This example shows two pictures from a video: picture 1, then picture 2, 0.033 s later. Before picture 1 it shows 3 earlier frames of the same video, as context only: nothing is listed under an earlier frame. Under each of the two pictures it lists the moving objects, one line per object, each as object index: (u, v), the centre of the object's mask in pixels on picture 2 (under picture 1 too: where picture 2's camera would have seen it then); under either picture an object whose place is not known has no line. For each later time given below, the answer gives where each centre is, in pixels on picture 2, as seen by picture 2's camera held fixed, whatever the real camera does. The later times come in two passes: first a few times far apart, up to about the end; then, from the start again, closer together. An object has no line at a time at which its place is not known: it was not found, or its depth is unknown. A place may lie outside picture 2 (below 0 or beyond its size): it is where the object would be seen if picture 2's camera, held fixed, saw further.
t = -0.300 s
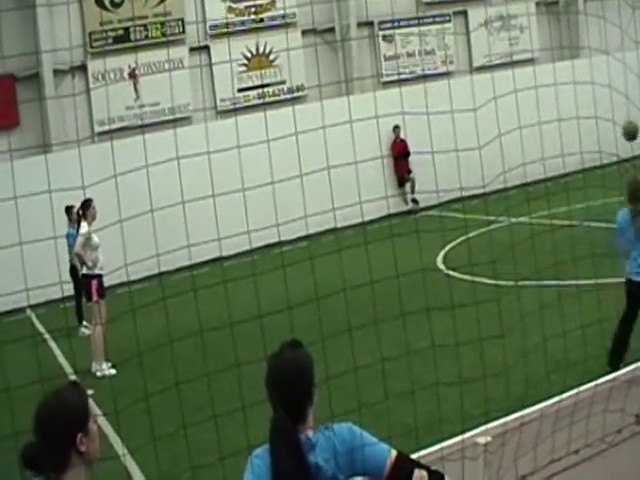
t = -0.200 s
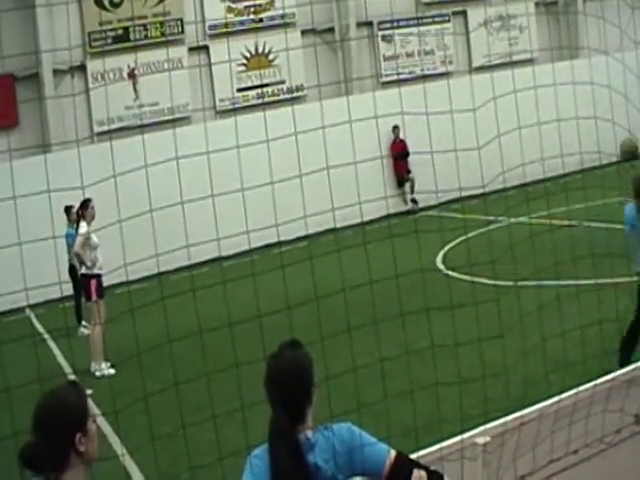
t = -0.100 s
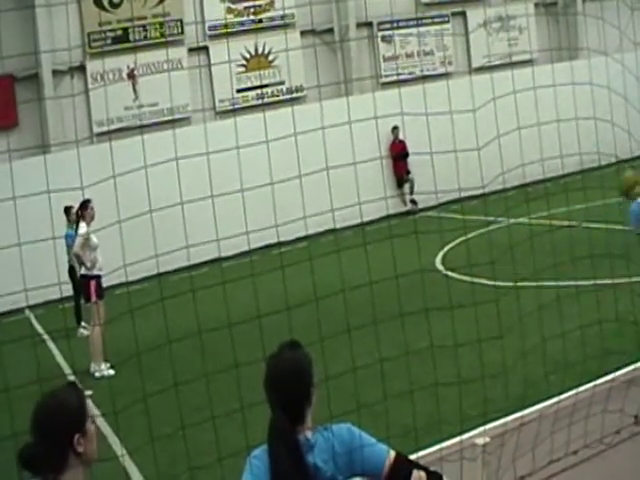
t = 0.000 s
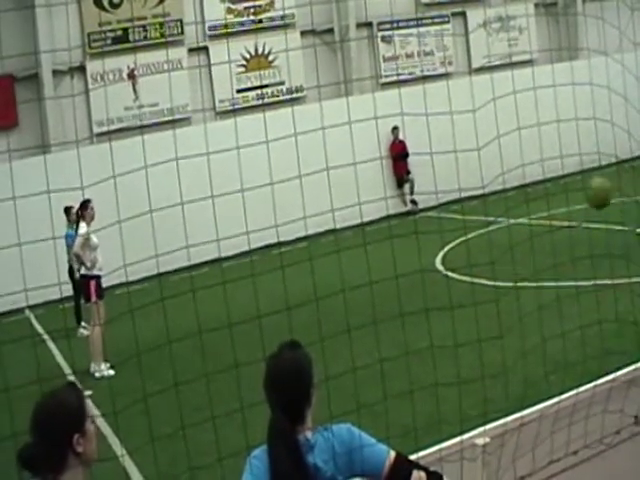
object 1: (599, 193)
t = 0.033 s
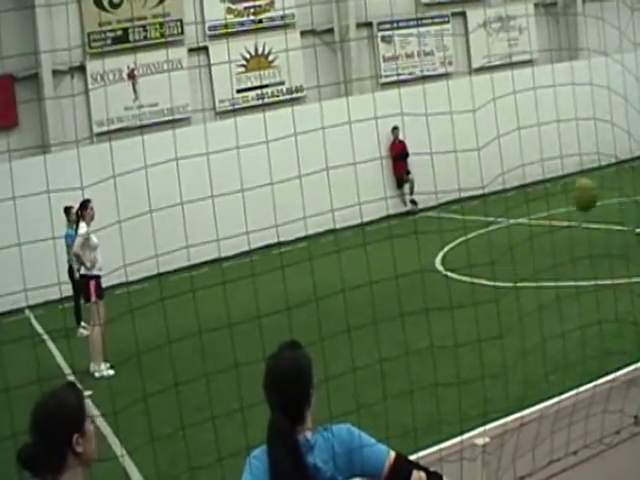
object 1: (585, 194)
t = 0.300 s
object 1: (450, 277)
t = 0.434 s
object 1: (365, 384)
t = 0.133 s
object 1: (538, 208)
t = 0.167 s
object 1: (520, 218)
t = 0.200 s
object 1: (504, 229)
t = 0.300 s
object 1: (450, 277)
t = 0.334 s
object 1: (431, 297)
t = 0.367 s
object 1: (412, 325)
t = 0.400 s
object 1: (390, 351)
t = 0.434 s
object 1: (365, 384)
